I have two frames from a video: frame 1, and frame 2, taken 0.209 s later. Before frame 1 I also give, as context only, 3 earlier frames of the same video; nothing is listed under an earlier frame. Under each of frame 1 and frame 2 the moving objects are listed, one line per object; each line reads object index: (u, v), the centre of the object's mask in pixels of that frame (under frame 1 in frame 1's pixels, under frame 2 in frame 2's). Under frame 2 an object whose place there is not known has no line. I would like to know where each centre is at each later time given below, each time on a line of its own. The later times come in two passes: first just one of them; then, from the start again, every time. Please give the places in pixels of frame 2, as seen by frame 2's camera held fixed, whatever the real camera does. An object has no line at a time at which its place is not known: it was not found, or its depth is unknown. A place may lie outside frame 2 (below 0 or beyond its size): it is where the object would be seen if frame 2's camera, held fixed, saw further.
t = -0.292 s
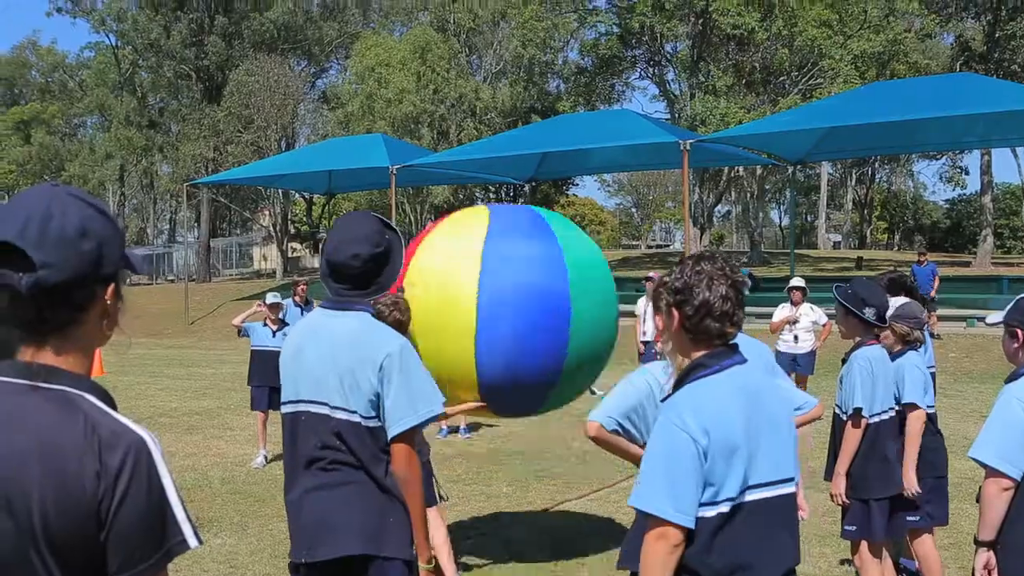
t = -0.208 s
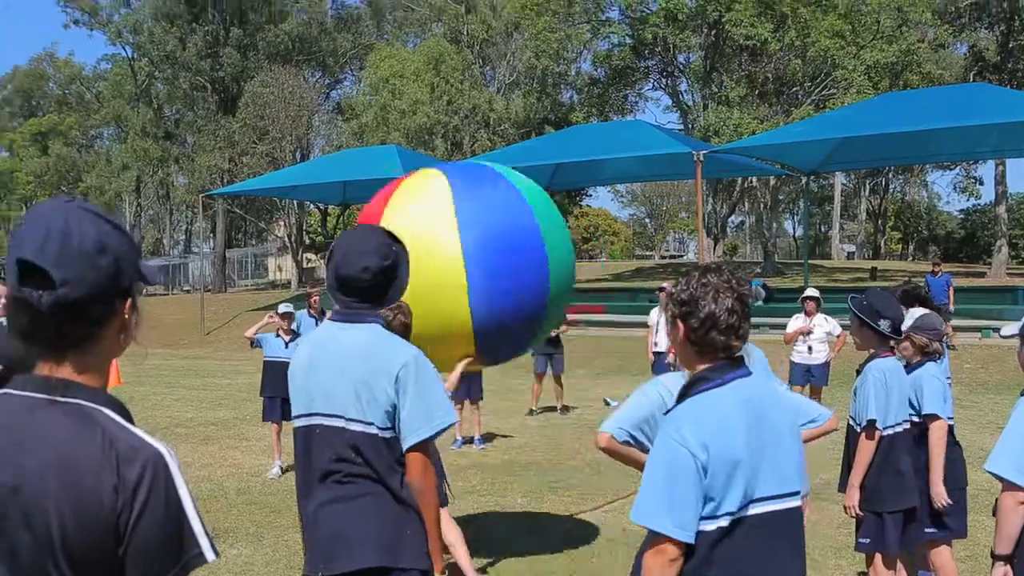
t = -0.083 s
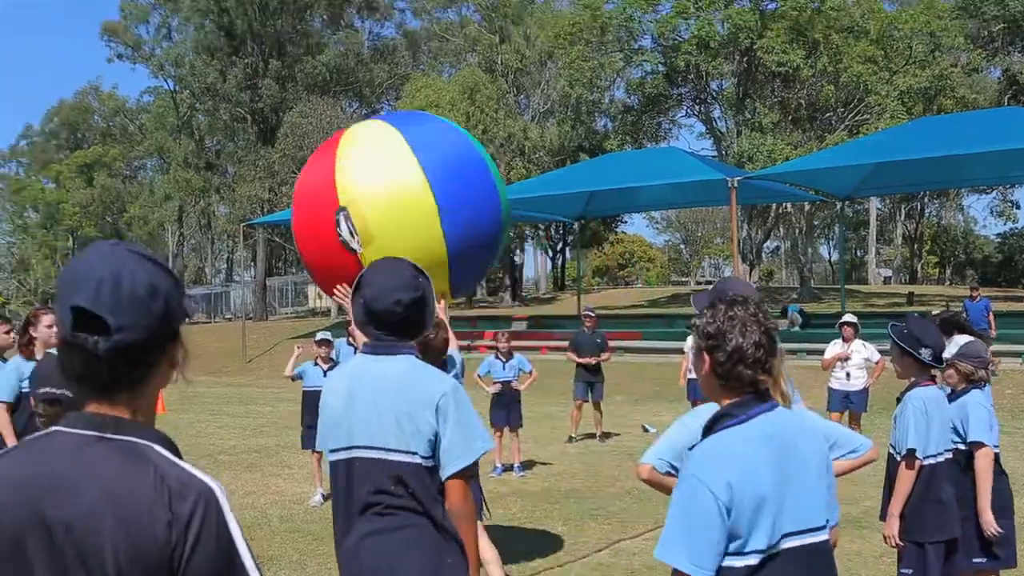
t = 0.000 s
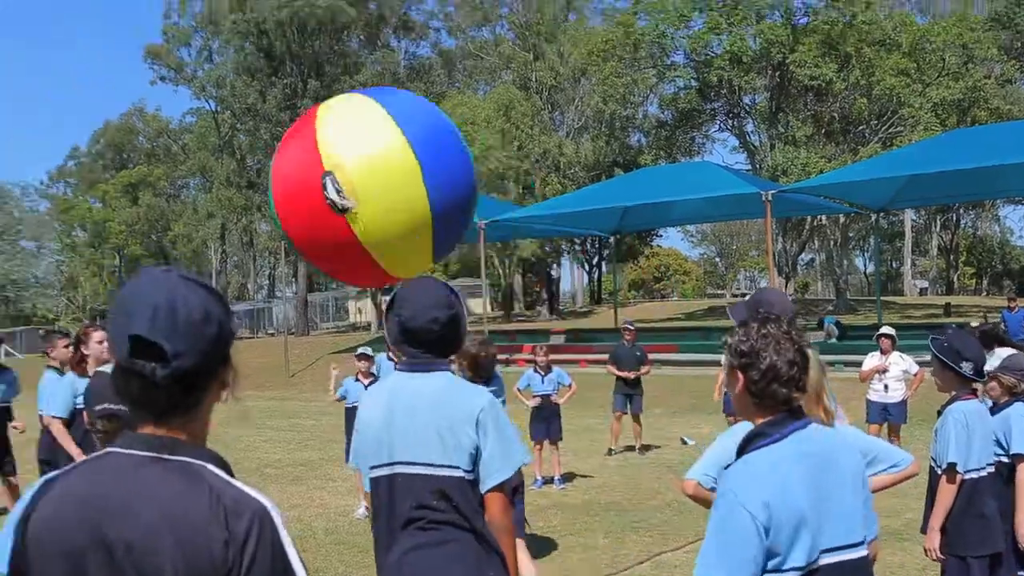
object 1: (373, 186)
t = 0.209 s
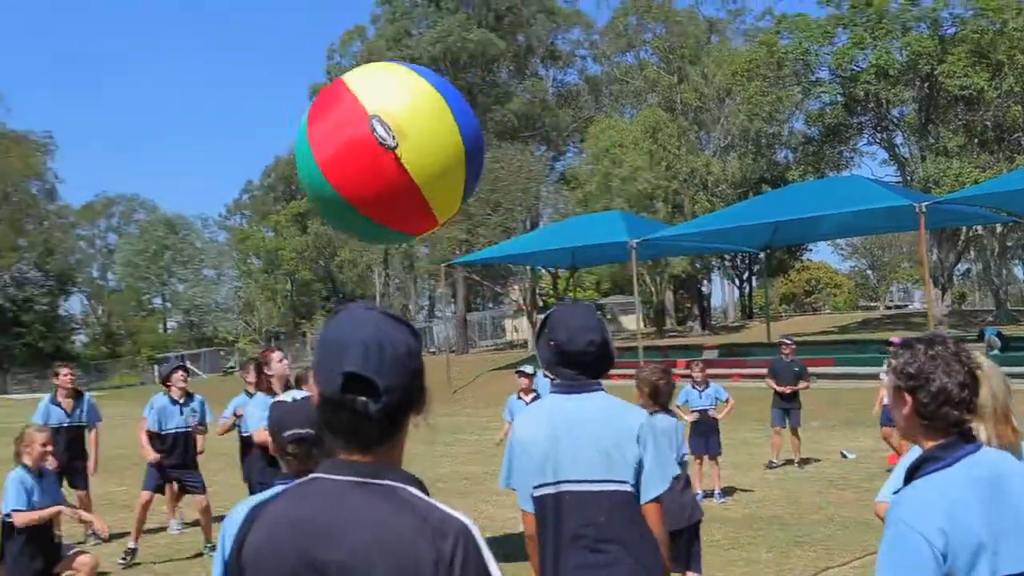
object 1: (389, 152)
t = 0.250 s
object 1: (364, 145)
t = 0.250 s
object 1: (364, 145)
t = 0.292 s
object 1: (338, 139)
